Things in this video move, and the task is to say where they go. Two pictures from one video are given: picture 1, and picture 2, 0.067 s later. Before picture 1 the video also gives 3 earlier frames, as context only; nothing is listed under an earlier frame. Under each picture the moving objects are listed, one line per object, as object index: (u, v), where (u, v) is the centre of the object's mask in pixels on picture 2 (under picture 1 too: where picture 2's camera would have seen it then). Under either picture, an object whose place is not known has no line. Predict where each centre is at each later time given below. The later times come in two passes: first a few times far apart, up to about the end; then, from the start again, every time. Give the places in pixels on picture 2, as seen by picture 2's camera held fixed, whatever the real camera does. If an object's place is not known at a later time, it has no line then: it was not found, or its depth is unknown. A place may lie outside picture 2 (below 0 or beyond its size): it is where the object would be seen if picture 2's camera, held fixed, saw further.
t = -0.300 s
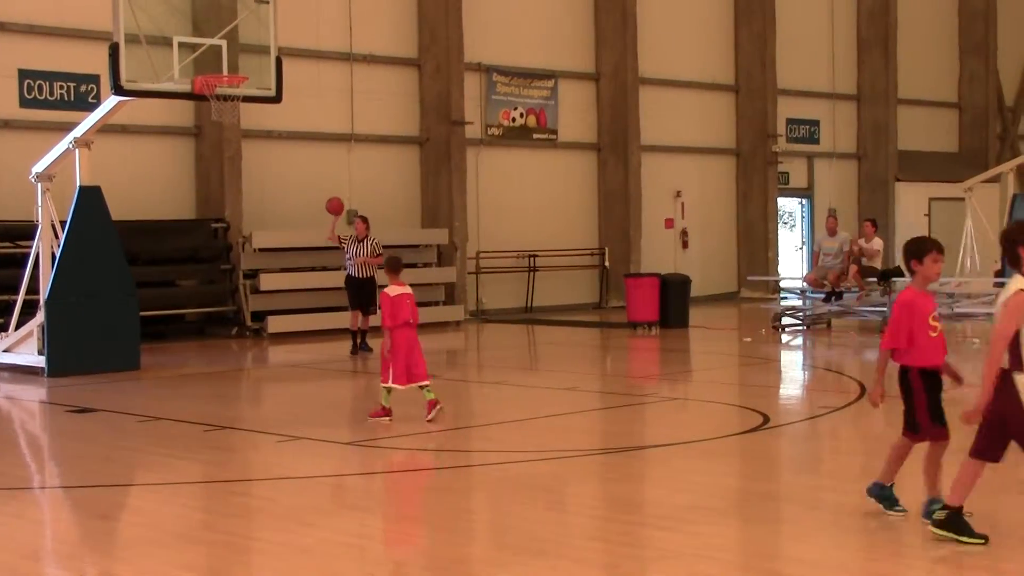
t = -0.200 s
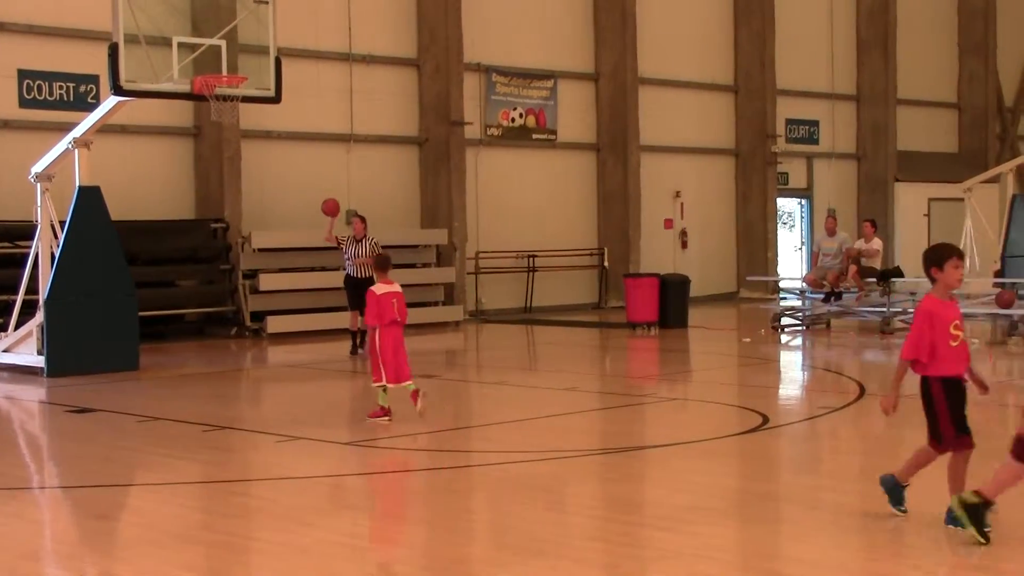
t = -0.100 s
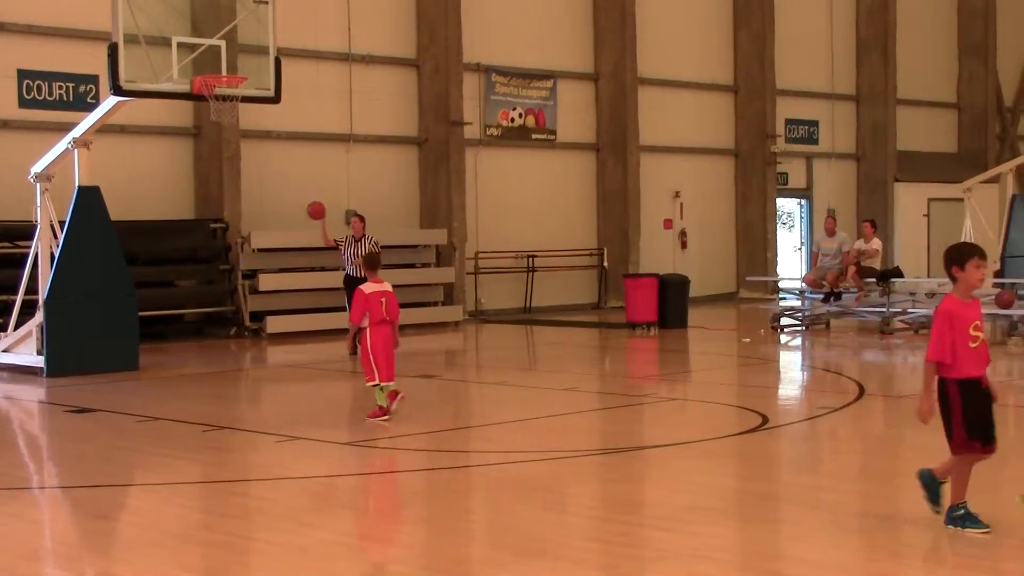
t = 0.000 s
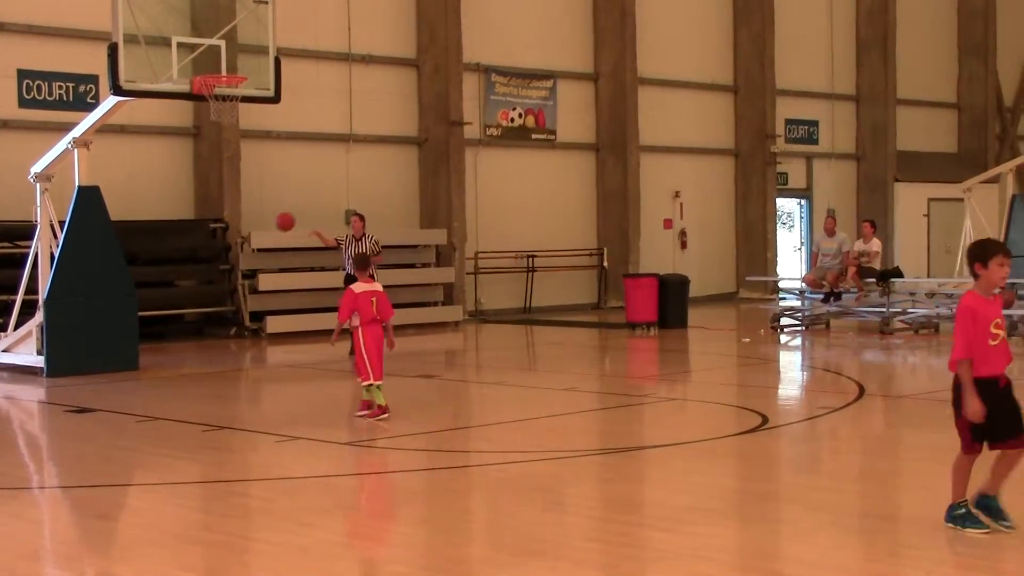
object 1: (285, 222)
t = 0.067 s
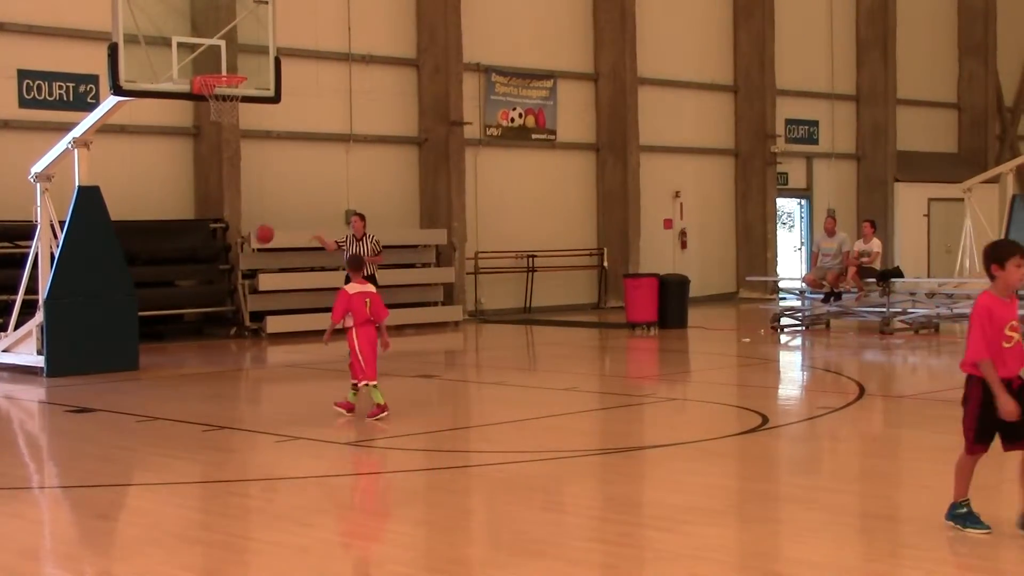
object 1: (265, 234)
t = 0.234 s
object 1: (210, 283)
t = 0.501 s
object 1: (133, 332)
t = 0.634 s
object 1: (108, 295)
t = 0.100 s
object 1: (254, 242)
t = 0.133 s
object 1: (242, 251)
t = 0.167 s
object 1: (230, 261)
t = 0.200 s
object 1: (220, 271)
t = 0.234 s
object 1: (210, 283)
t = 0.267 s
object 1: (198, 296)
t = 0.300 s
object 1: (186, 311)
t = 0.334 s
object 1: (174, 328)
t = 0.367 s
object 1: (164, 342)
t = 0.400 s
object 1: (151, 360)
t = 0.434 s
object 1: (145, 356)
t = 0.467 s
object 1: (139, 345)
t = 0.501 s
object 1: (133, 332)
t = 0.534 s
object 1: (127, 322)
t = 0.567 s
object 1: (121, 311)
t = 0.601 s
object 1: (115, 303)
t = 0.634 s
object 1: (108, 295)
